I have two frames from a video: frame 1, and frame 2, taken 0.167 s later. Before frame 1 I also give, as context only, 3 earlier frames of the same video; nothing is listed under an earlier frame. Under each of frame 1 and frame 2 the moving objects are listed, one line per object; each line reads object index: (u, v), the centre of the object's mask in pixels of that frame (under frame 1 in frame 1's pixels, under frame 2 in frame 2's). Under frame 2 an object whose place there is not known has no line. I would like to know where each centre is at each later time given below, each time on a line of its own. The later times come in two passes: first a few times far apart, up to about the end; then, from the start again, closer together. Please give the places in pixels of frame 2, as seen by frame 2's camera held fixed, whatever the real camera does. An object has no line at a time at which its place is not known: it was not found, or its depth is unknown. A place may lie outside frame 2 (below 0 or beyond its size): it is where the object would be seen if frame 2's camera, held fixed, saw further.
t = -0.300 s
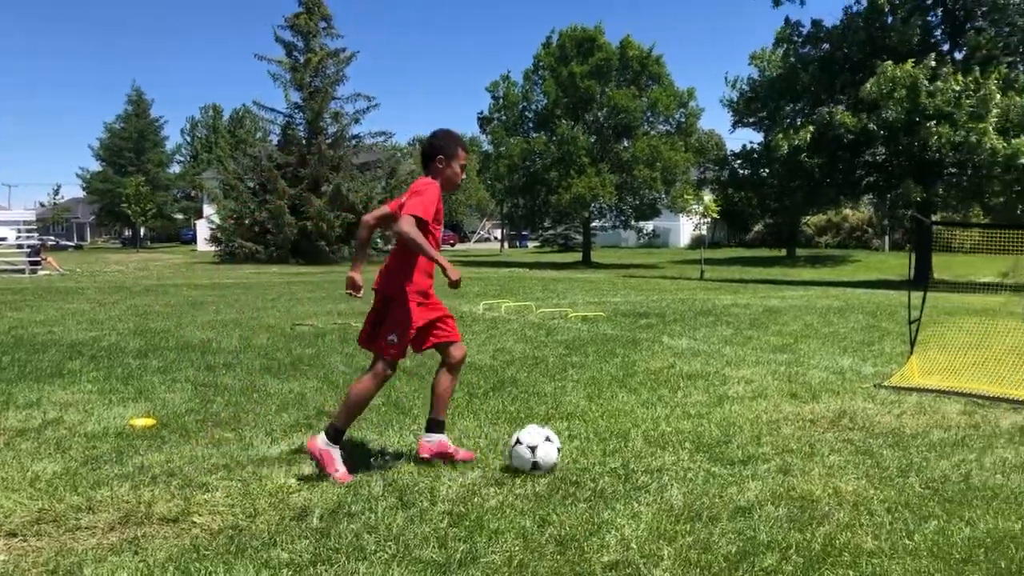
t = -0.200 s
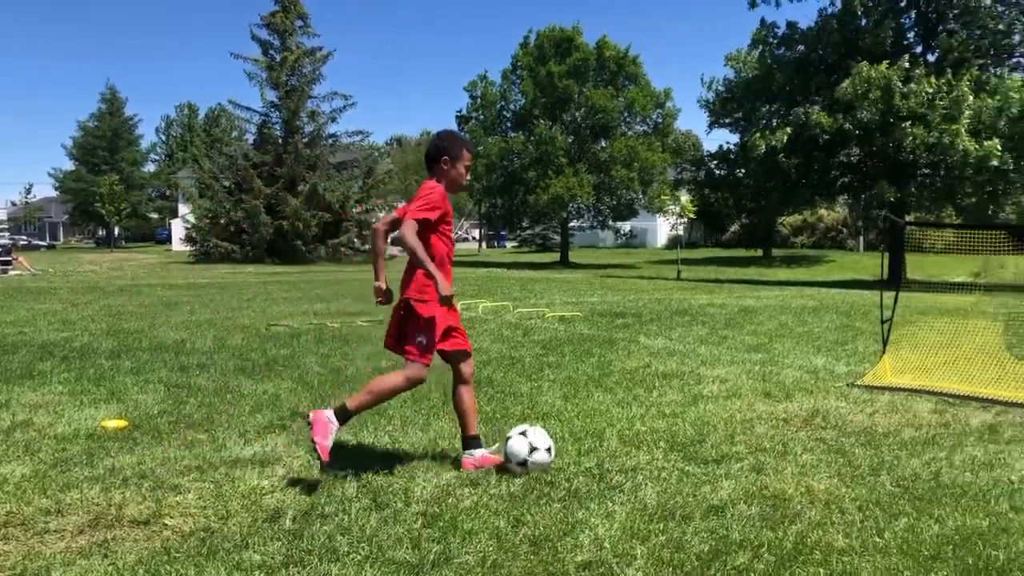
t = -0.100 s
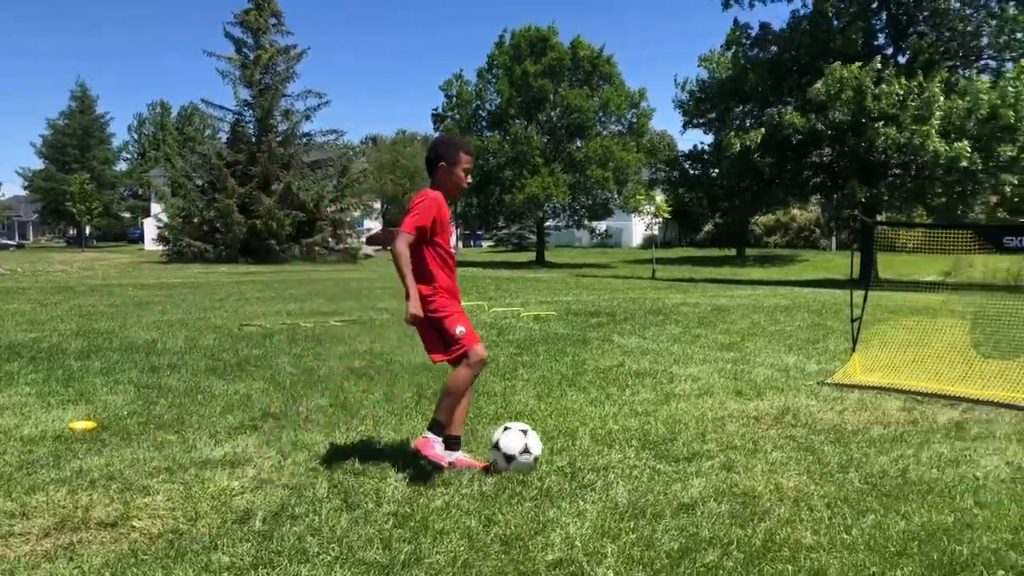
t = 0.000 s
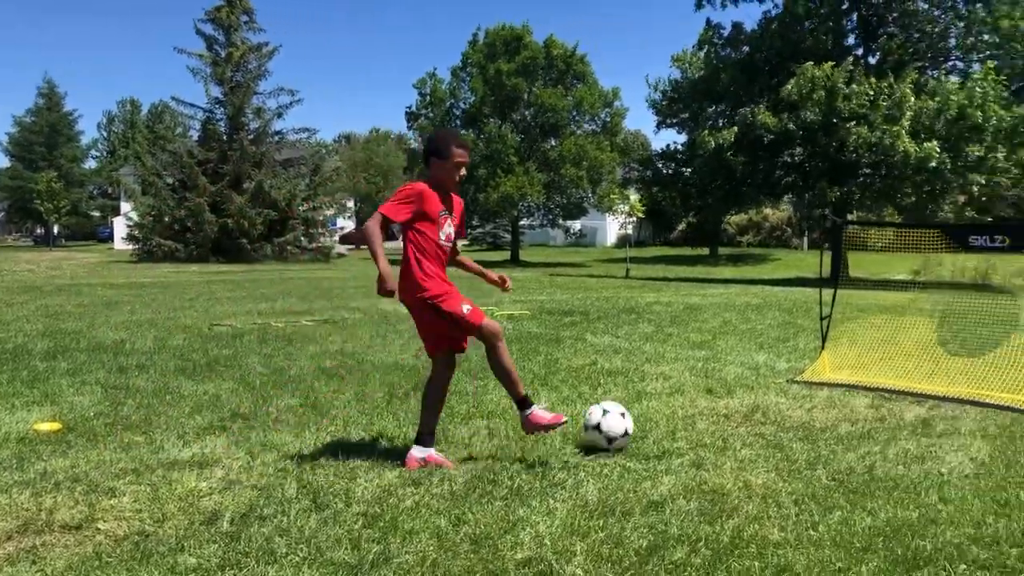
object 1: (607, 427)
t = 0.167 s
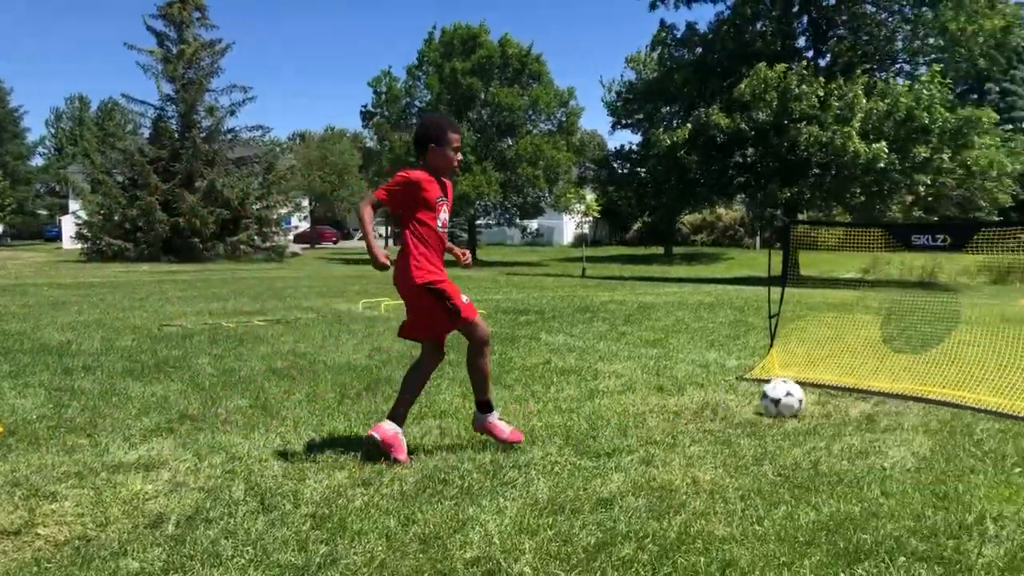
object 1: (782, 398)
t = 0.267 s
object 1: (874, 383)
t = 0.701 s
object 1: (904, 171)
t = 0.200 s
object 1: (817, 394)
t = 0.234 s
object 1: (847, 388)
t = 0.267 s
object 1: (874, 383)
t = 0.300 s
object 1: (899, 376)
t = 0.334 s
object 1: (920, 367)
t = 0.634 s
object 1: (916, 201)
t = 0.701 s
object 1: (904, 171)
